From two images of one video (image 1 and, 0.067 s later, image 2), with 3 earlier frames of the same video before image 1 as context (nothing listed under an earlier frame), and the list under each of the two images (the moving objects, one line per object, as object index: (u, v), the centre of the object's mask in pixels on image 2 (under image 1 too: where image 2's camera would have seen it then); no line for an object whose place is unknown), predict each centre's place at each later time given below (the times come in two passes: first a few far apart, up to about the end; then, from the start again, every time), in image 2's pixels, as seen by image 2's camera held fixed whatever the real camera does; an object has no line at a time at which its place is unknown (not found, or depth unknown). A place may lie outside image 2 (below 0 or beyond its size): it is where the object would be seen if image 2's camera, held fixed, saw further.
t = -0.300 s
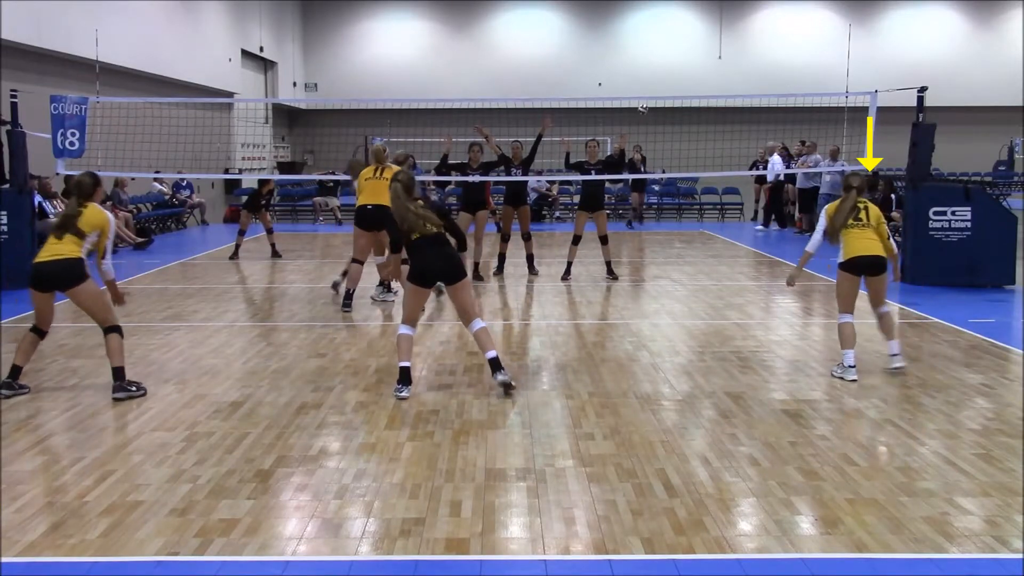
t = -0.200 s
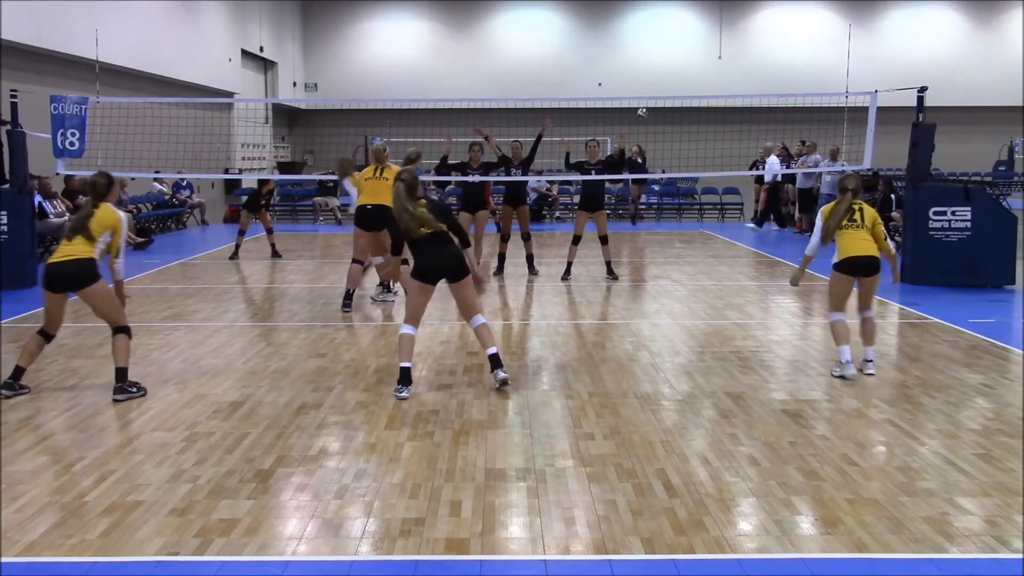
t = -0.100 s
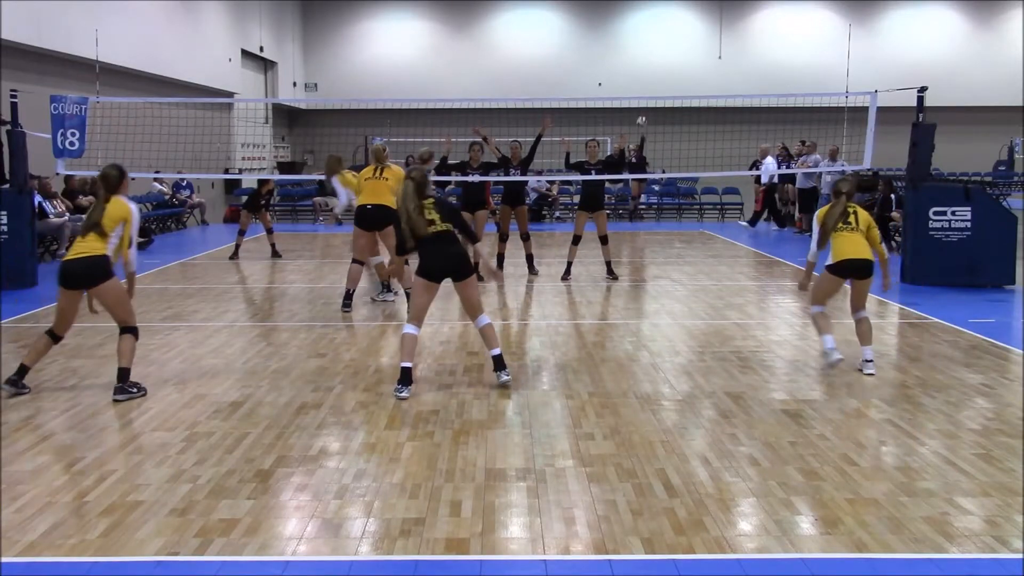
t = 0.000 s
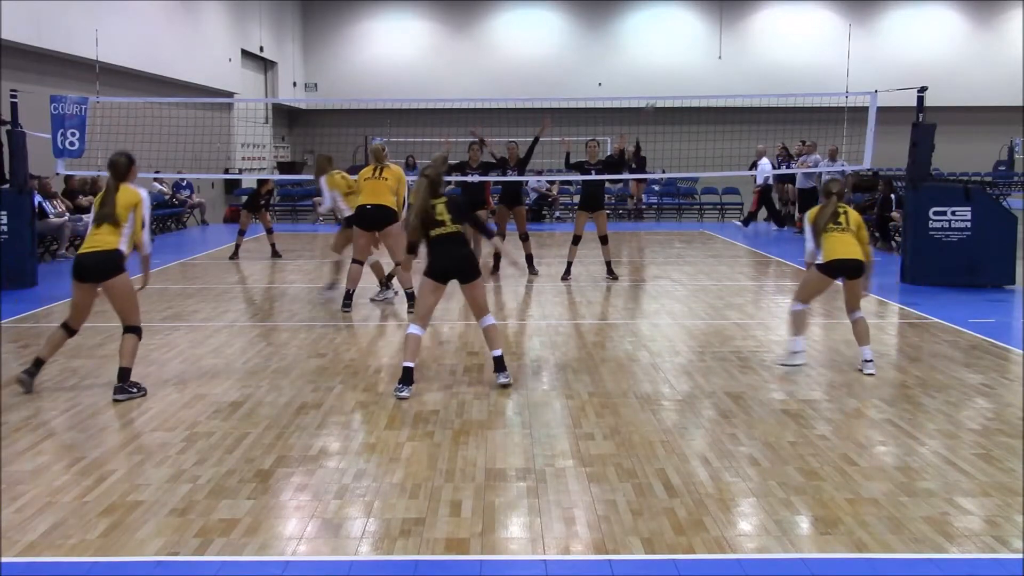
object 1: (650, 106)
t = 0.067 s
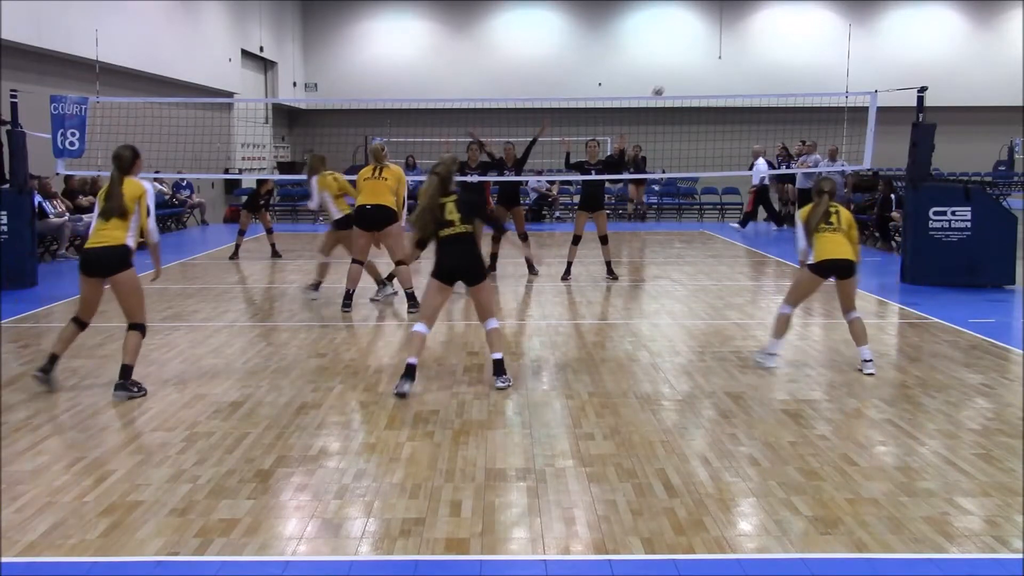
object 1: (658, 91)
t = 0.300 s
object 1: (692, 52)
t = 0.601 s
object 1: (748, 42)
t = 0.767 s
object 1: (796, 69)
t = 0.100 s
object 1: (663, 84)
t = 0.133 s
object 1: (667, 78)
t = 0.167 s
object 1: (672, 71)
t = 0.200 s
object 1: (677, 66)
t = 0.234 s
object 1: (682, 61)
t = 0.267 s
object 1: (687, 56)
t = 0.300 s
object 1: (692, 52)
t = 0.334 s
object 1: (698, 48)
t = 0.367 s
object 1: (703, 45)
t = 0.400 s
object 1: (708, 43)
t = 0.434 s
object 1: (715, 41)
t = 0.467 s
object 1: (720, 40)
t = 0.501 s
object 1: (727, 40)
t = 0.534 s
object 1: (733, 40)
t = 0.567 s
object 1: (740, 40)
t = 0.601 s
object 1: (748, 42)
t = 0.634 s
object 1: (756, 45)
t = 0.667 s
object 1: (765, 49)
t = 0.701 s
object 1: (774, 54)
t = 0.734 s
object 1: (785, 61)
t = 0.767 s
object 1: (796, 69)
